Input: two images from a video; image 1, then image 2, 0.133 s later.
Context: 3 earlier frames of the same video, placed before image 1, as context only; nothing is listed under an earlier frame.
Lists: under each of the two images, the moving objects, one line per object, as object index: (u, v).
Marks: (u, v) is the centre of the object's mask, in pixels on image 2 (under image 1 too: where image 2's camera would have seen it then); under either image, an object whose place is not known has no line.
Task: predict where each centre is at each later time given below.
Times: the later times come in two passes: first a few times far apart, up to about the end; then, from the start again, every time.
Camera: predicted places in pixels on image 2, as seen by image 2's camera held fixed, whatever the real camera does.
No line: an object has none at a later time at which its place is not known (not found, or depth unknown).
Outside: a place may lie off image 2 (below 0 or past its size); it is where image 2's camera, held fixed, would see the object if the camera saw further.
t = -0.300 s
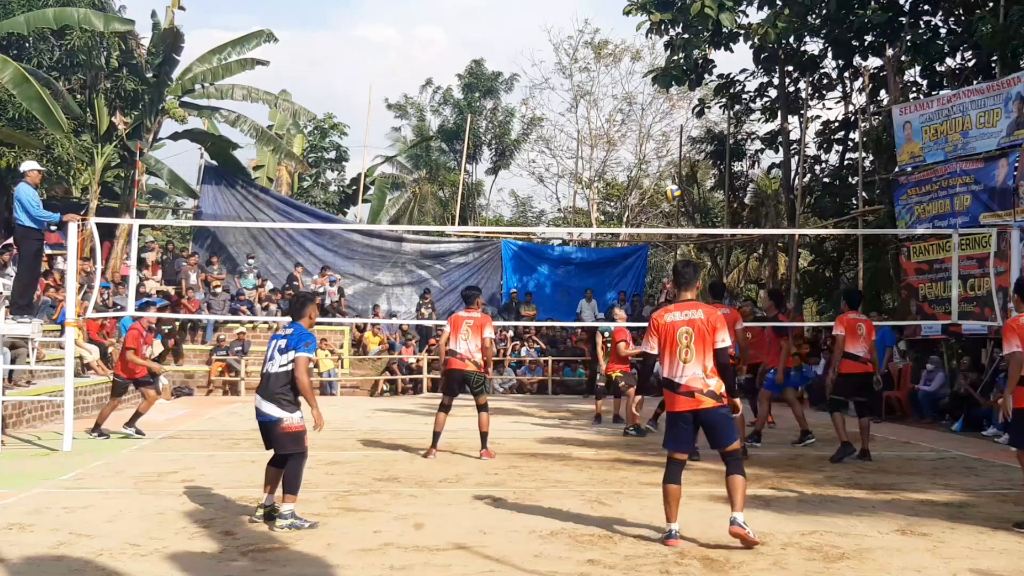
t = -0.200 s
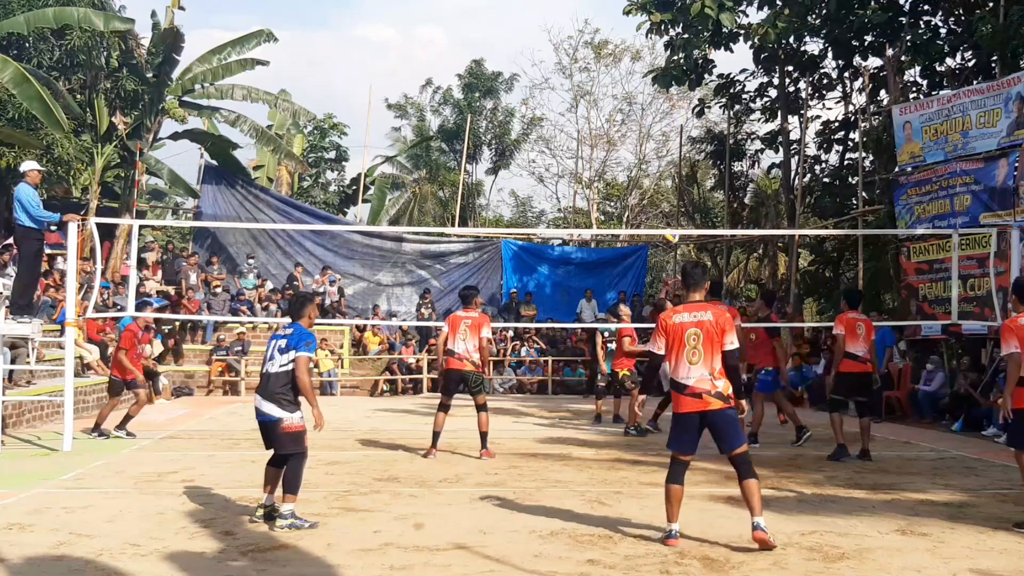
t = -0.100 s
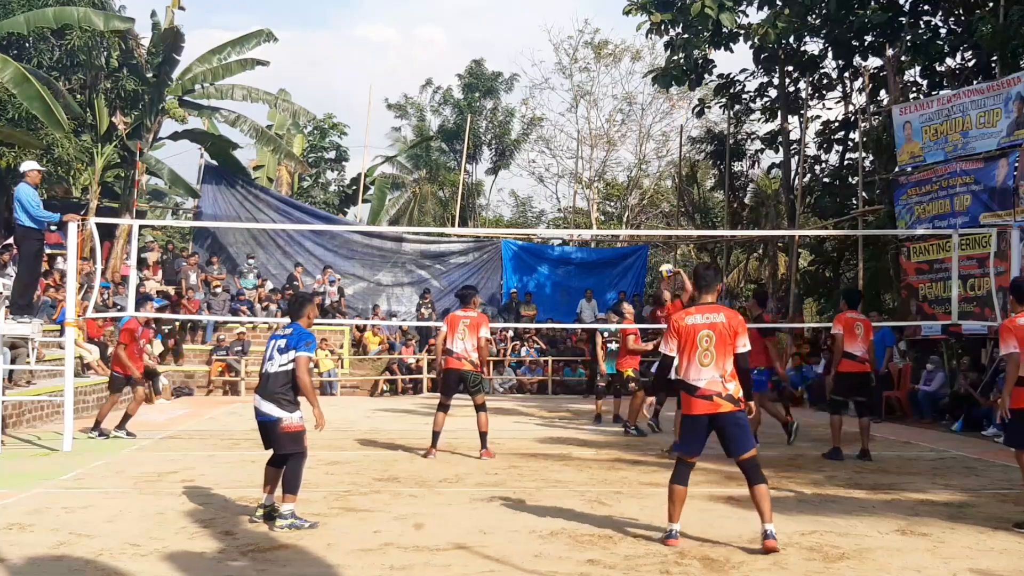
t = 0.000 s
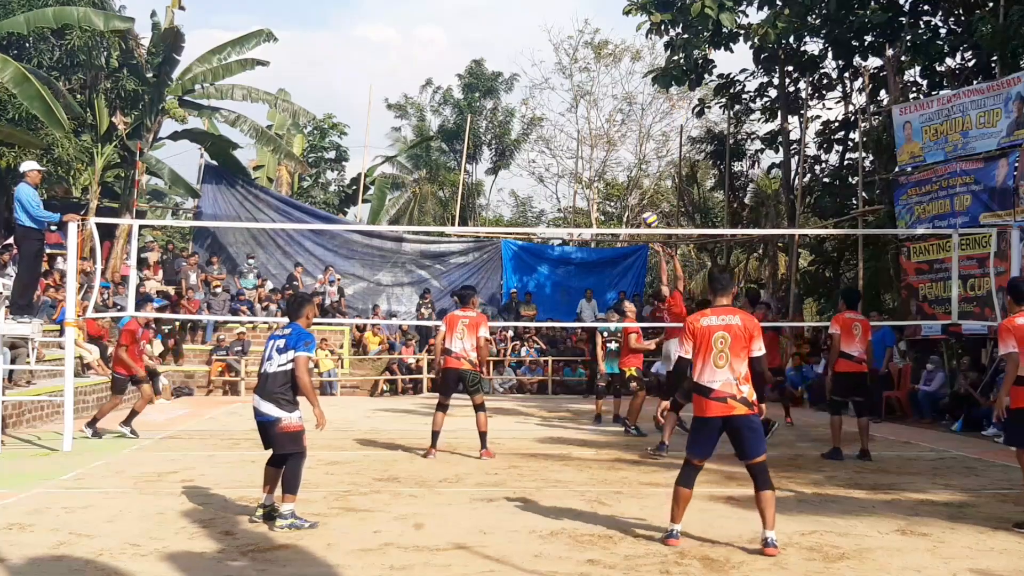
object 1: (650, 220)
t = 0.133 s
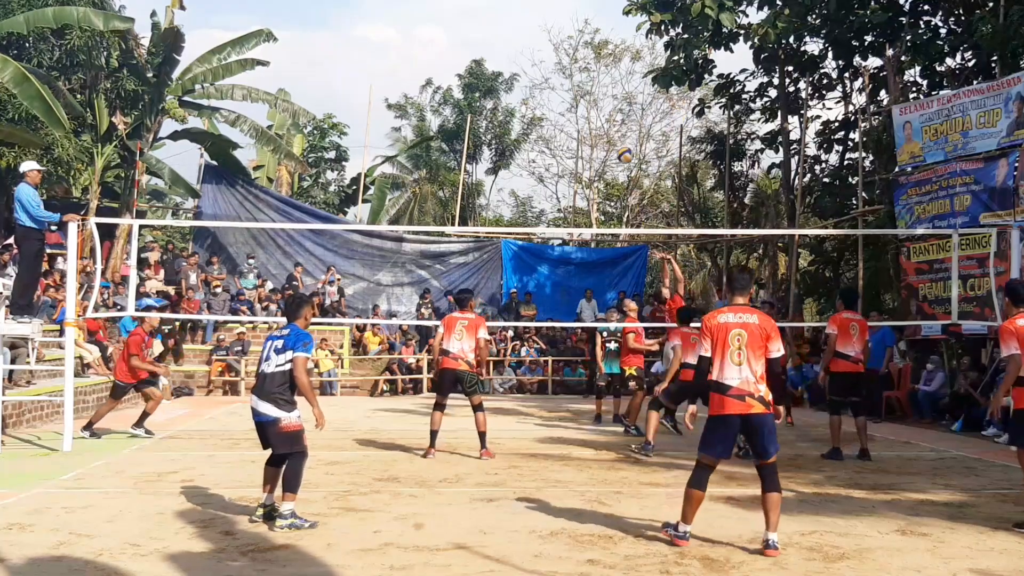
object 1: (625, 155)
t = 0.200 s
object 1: (614, 128)
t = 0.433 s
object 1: (570, 58)
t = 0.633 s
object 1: (530, 35)
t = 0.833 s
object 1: (488, 42)
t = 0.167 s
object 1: (620, 141)
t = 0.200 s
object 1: (614, 128)
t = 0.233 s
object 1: (607, 115)
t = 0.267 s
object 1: (601, 103)
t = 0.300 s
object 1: (595, 93)
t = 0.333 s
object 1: (589, 83)
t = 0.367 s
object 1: (582, 75)
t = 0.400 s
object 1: (576, 66)
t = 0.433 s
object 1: (570, 58)
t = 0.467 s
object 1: (563, 51)
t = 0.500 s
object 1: (556, 46)
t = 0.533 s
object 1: (550, 42)
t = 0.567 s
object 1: (543, 38)
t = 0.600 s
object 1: (536, 36)
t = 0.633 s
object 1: (530, 35)
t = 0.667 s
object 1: (523, 34)
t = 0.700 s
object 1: (516, 33)
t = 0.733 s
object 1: (509, 34)
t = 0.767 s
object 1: (502, 35)
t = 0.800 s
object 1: (495, 38)
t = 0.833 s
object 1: (488, 42)
